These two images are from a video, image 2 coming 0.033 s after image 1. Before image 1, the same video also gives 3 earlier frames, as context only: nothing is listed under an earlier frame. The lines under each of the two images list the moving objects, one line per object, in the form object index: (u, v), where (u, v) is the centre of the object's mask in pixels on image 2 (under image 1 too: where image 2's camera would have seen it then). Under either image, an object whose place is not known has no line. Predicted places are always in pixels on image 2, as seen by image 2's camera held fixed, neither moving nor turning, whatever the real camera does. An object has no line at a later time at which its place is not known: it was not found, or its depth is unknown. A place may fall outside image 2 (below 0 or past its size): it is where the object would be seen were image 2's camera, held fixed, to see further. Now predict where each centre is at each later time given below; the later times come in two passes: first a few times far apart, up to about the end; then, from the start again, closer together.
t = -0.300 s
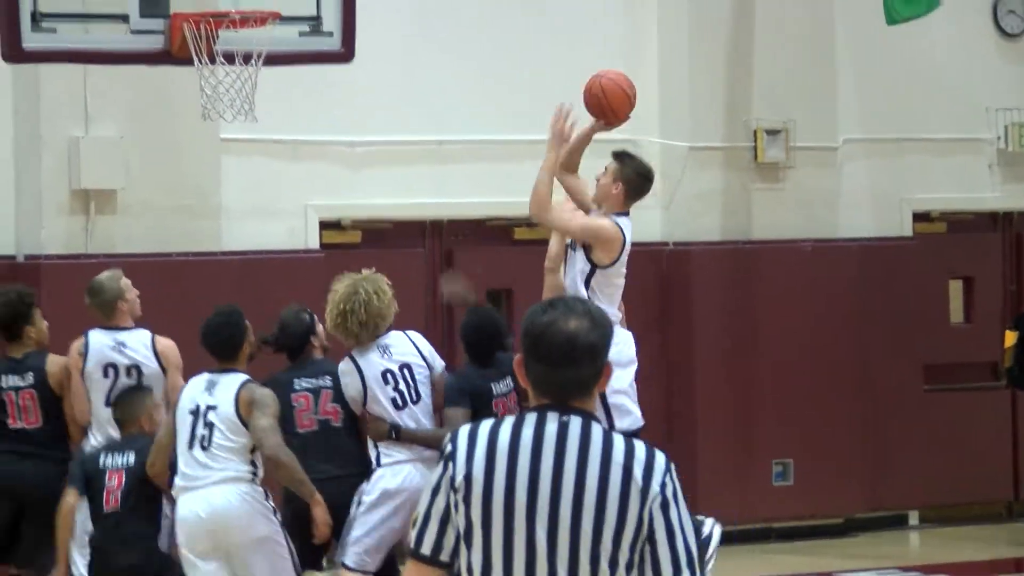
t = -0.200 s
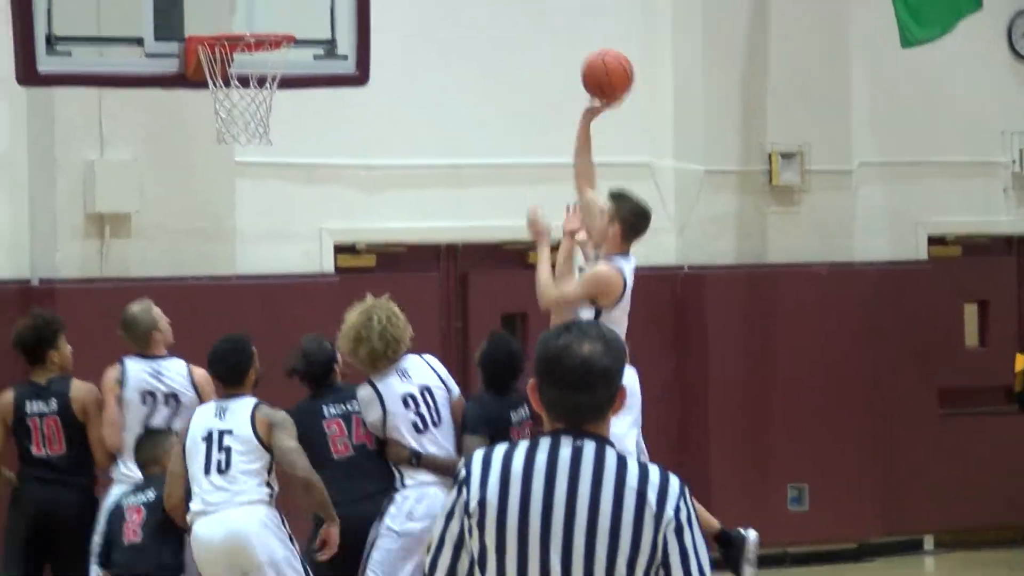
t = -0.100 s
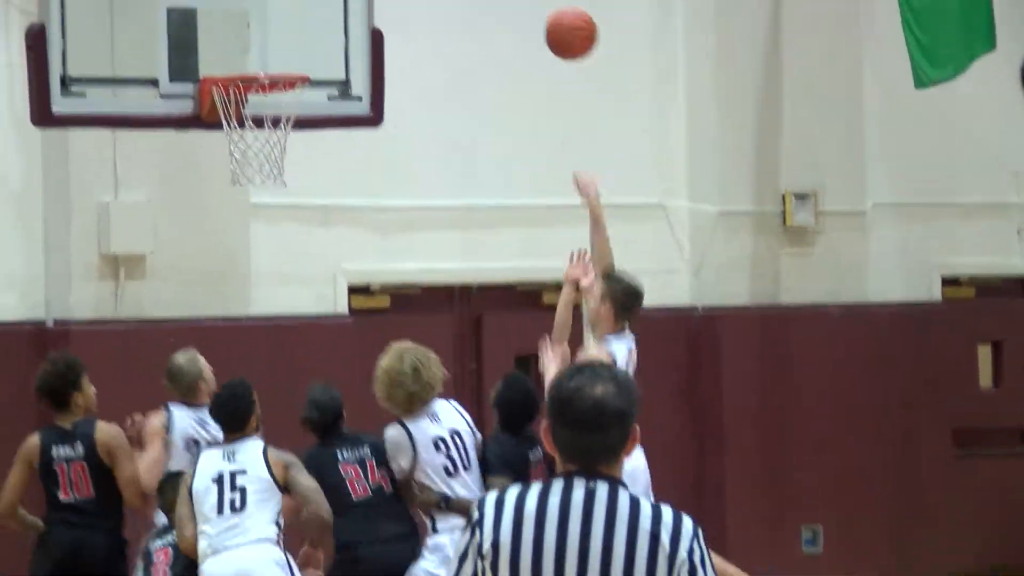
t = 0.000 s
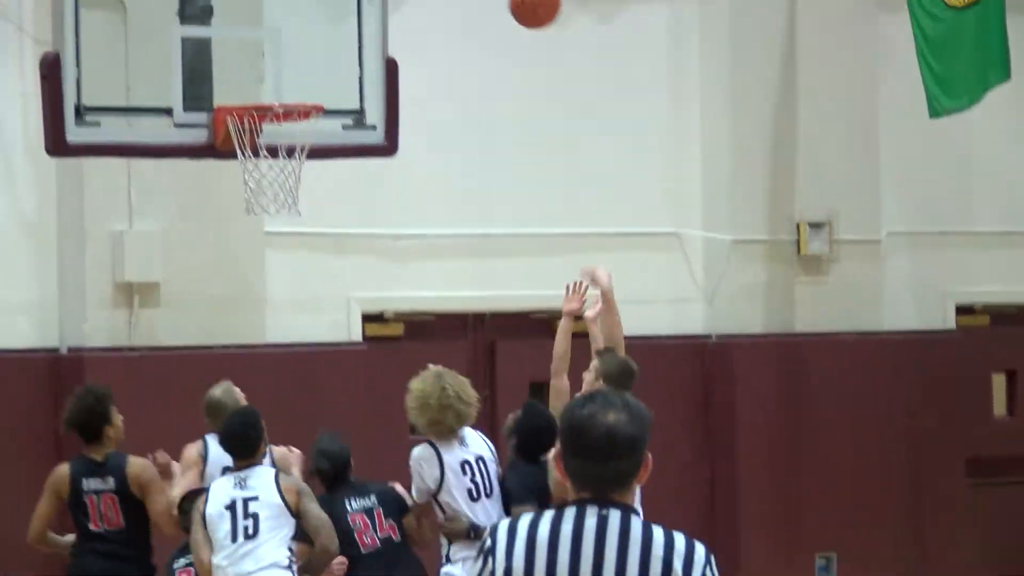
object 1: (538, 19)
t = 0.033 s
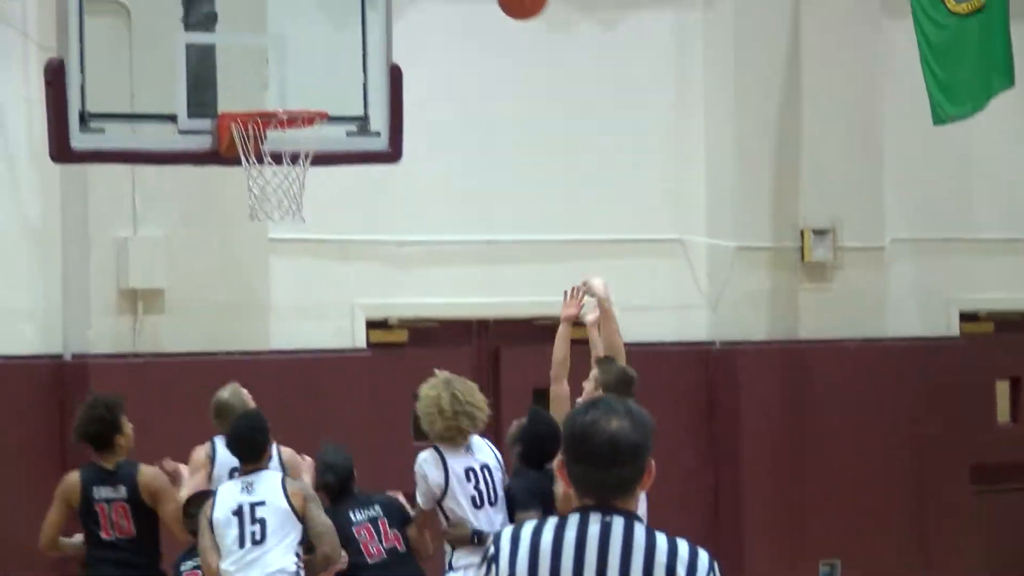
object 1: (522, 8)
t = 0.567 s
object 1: (272, 64)
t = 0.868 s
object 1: (272, 138)
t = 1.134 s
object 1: (309, 186)
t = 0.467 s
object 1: (317, 6)
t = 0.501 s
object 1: (302, 23)
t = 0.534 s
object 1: (287, 42)
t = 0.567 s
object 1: (272, 64)
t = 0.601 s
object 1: (256, 88)
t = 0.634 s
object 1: (252, 98)
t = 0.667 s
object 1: (278, 100)
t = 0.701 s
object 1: (303, 117)
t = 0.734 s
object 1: (288, 117)
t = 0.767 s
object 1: (271, 118)
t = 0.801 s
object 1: (257, 123)
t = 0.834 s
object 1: (263, 129)
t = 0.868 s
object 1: (272, 138)
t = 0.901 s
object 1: (280, 144)
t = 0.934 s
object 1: (289, 154)
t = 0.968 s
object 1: (297, 163)
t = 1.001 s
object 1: (303, 168)
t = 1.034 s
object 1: (307, 171)
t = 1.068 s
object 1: (308, 174)
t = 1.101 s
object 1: (308, 179)
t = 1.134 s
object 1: (309, 186)
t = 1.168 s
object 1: (309, 193)
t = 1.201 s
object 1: (309, 202)
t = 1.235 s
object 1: (309, 215)
